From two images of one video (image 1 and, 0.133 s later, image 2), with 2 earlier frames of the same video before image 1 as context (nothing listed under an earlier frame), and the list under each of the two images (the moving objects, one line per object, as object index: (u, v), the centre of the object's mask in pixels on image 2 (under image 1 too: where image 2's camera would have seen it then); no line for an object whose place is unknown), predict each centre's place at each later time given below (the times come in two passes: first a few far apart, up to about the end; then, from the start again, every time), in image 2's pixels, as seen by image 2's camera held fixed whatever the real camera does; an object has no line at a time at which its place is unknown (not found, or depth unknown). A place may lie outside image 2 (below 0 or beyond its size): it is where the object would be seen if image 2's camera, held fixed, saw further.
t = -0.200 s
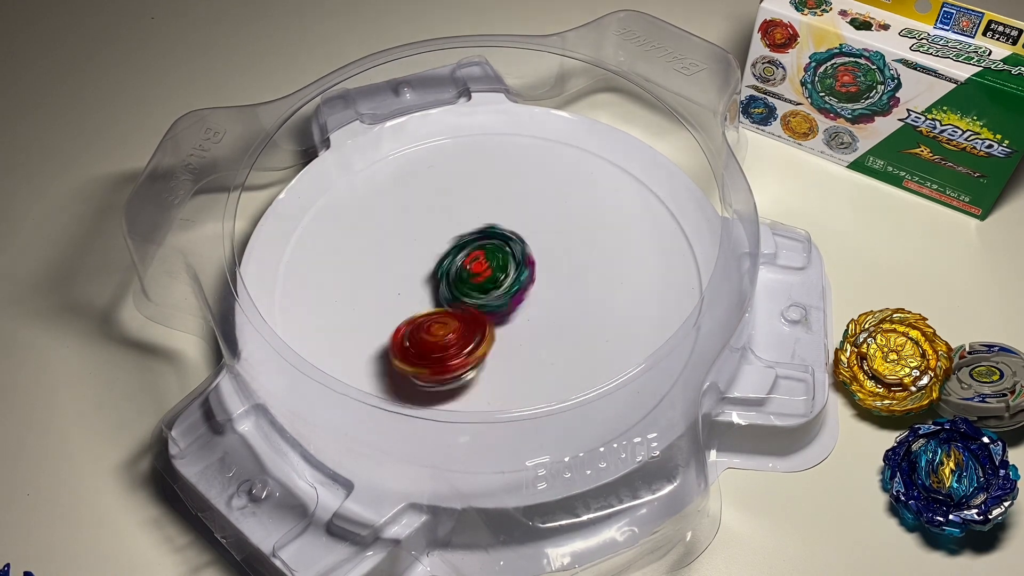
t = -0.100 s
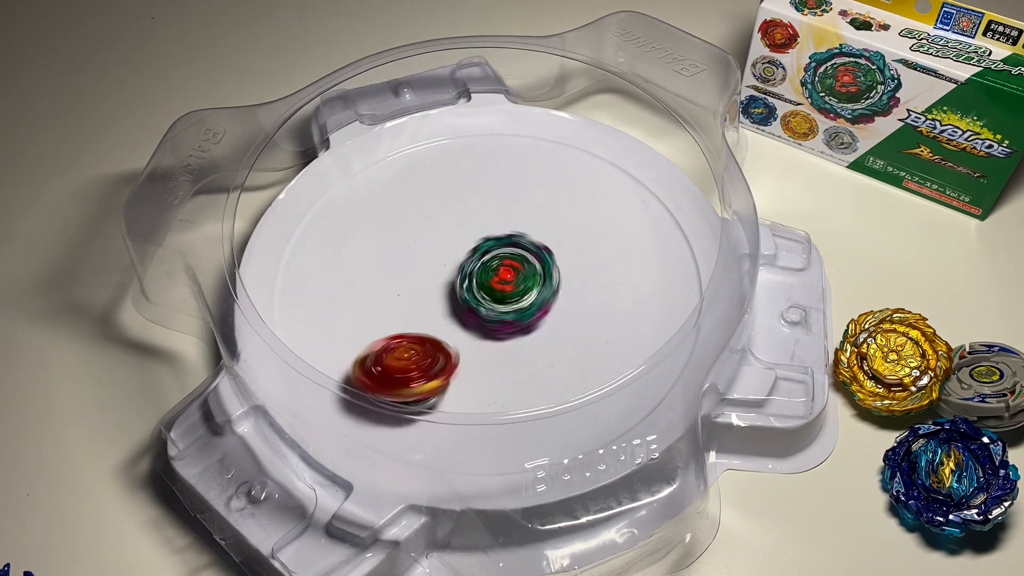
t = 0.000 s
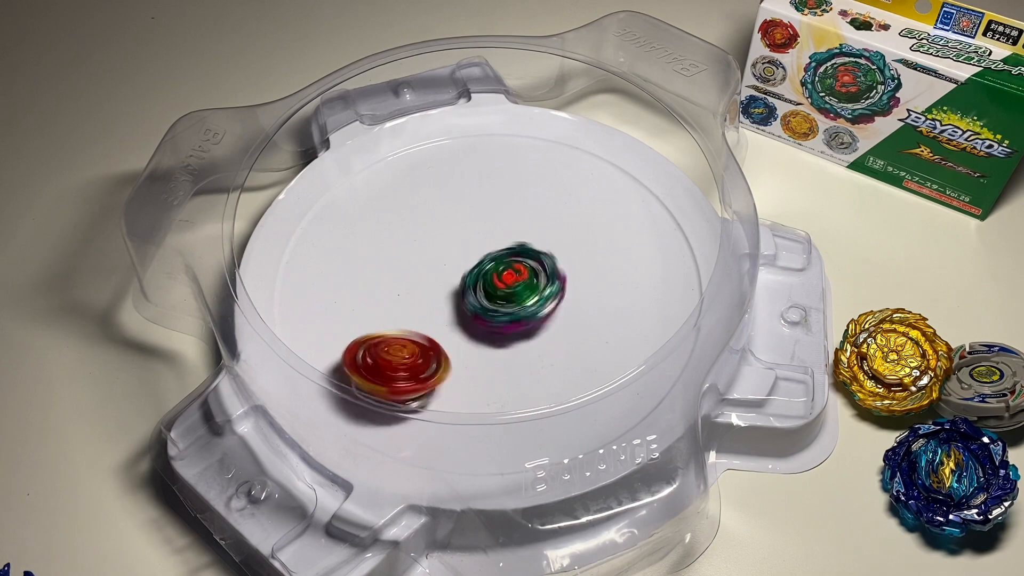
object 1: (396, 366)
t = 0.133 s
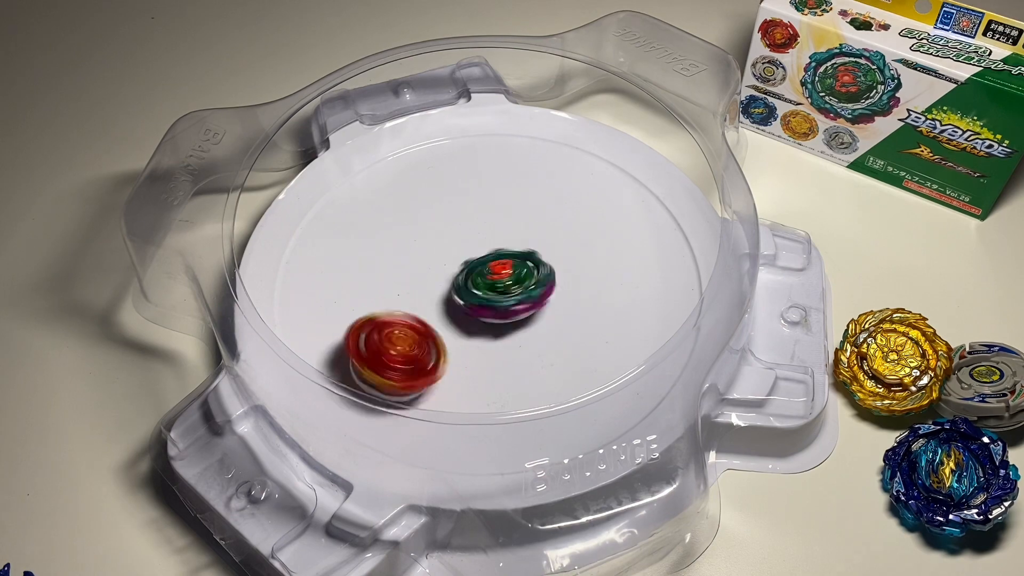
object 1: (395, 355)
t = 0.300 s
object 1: (404, 328)
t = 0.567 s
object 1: (406, 284)
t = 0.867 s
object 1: (431, 283)
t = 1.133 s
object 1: (432, 296)
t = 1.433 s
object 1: (395, 318)
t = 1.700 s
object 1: (411, 326)
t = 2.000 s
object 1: (447, 333)
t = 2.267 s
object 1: (463, 336)
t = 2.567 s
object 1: (478, 335)
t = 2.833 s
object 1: (478, 340)
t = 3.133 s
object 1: (474, 332)
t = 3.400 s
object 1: (475, 336)
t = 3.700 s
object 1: (468, 329)
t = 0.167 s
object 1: (398, 351)
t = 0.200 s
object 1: (401, 344)
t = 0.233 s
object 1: (406, 339)
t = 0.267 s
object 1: (410, 332)
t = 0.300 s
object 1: (404, 328)
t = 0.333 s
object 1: (403, 322)
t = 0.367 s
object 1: (403, 316)
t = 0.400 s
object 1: (406, 307)
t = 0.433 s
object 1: (409, 301)
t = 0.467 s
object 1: (401, 296)
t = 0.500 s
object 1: (397, 289)
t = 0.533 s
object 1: (400, 286)
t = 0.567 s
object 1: (406, 284)
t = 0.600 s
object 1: (411, 283)
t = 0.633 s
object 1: (418, 282)
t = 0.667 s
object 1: (425, 282)
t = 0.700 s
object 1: (433, 281)
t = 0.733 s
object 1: (442, 279)
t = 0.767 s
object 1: (444, 276)
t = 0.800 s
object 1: (437, 277)
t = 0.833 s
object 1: (432, 281)
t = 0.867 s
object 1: (431, 283)
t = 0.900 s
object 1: (431, 284)
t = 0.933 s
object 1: (433, 287)
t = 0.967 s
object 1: (433, 289)
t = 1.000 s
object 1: (432, 291)
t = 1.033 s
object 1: (432, 293)
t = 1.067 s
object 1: (432, 294)
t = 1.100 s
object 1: (432, 294)
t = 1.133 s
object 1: (432, 296)
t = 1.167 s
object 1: (432, 297)
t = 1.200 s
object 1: (430, 298)
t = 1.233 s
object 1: (427, 299)
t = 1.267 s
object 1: (415, 304)
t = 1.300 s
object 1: (408, 305)
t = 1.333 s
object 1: (399, 311)
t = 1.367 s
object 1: (397, 313)
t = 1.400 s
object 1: (395, 316)
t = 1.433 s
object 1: (395, 318)
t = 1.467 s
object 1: (396, 319)
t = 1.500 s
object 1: (399, 319)
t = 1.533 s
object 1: (402, 319)
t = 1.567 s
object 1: (404, 320)
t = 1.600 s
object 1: (406, 322)
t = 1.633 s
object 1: (408, 322)
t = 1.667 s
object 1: (410, 324)
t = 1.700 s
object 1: (411, 326)
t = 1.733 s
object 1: (414, 325)
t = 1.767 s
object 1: (418, 327)
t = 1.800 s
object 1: (422, 328)
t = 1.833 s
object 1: (427, 328)
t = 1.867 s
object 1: (434, 329)
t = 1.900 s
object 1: (438, 330)
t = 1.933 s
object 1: (443, 331)
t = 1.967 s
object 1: (445, 332)
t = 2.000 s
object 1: (447, 333)
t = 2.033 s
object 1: (449, 335)
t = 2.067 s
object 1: (451, 335)
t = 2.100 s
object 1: (452, 335)
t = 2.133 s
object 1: (453, 336)
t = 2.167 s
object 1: (456, 335)
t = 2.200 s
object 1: (458, 335)
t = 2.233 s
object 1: (461, 335)
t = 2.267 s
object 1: (463, 336)
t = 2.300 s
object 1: (465, 336)
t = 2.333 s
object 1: (465, 337)
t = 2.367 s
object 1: (466, 337)
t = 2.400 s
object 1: (468, 337)
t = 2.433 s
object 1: (469, 336)
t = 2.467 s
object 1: (471, 336)
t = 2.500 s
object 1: (474, 337)
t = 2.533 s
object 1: (477, 335)
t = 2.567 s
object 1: (478, 335)
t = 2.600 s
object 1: (480, 334)
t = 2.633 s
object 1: (480, 334)
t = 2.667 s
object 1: (479, 334)
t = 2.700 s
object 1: (477, 338)
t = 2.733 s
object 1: (477, 341)
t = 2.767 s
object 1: (477, 342)
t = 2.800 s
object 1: (478, 341)
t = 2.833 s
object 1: (478, 340)
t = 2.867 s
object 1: (479, 339)
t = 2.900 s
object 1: (480, 339)
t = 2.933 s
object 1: (479, 341)
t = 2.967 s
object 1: (480, 340)
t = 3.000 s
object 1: (480, 338)
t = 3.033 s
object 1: (481, 334)
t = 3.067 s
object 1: (479, 332)
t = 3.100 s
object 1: (476, 332)
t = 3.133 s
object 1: (474, 332)
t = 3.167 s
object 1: (474, 331)
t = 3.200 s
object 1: (474, 330)
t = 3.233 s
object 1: (476, 329)
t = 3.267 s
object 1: (477, 329)
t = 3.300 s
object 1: (479, 330)
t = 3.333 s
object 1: (479, 332)
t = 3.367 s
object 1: (478, 334)
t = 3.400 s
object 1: (475, 336)
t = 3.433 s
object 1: (475, 334)
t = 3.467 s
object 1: (477, 331)
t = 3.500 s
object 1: (475, 330)
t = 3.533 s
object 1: (472, 331)
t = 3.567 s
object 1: (469, 332)
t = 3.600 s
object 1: (467, 333)
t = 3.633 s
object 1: (468, 331)
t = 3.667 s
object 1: (468, 329)
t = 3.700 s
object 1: (468, 329)
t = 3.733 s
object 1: (468, 329)
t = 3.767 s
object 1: (468, 329)
